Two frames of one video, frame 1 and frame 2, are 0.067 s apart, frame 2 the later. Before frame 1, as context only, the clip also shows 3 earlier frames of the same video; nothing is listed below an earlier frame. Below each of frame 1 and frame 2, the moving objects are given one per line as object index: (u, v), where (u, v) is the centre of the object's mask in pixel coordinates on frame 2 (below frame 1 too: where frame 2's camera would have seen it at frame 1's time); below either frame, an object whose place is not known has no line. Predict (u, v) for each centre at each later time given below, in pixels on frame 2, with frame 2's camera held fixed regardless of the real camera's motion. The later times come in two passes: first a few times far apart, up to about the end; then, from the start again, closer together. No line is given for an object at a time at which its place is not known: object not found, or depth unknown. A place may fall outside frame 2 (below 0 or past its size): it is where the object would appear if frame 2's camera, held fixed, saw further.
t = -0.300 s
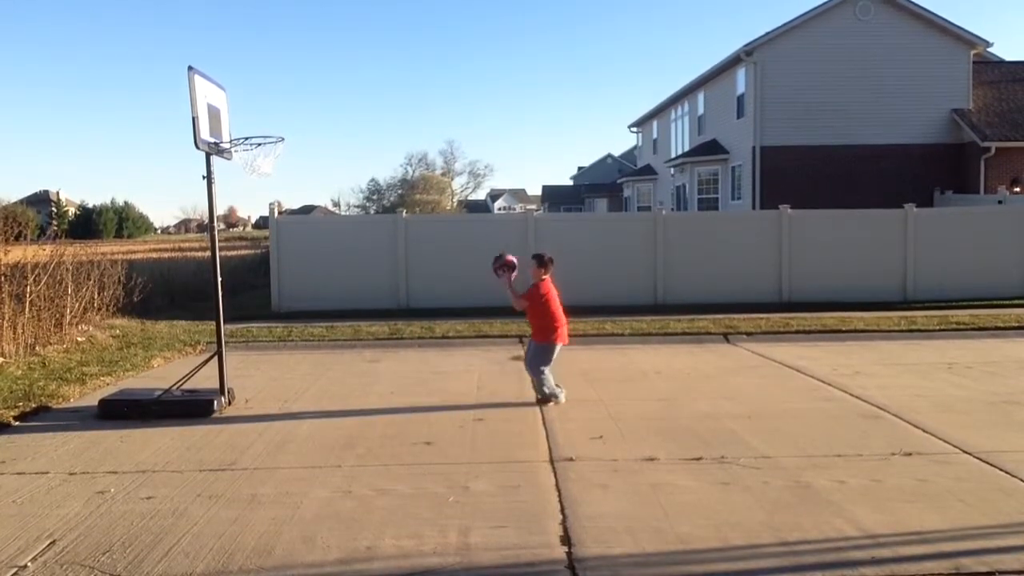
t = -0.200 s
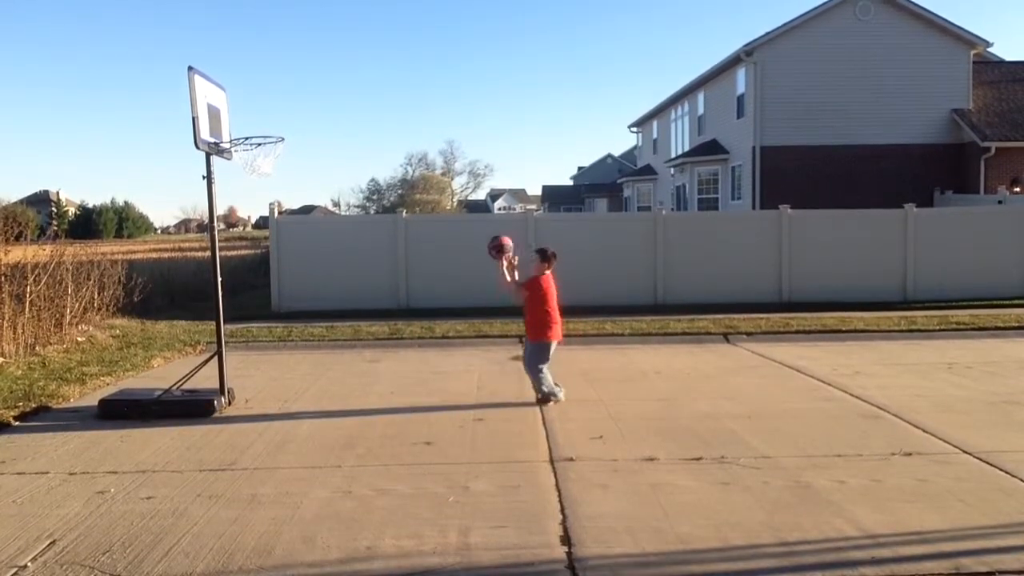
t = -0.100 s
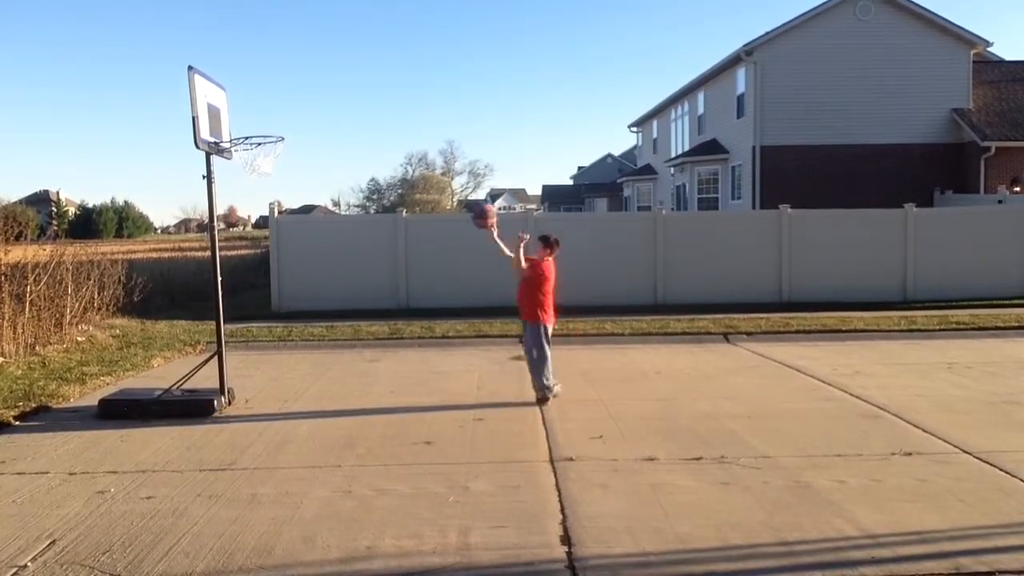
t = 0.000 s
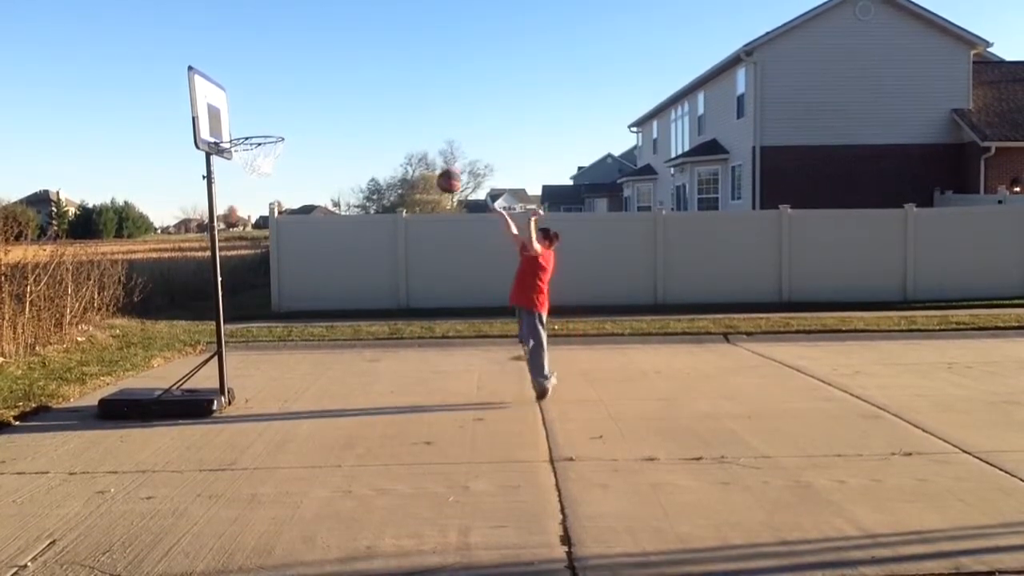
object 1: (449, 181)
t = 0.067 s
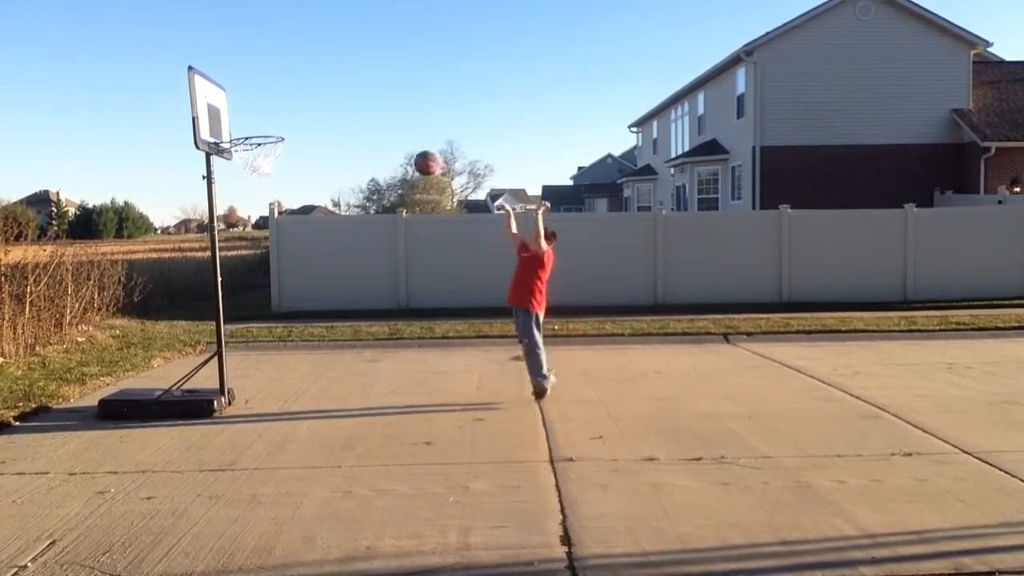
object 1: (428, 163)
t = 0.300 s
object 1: (345, 138)
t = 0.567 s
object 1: (251, 182)
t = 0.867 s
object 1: (150, 327)
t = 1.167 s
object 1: (84, 309)
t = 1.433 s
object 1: (39, 271)
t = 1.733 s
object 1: (5, 320)
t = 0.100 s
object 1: (415, 157)
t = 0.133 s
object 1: (403, 150)
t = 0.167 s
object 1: (392, 145)
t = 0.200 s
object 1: (380, 142)
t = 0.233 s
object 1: (368, 139)
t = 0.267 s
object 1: (357, 138)
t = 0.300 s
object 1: (345, 138)
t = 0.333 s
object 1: (333, 139)
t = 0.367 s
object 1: (321, 142)
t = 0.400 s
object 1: (310, 145)
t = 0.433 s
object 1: (298, 150)
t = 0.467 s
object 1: (286, 156)
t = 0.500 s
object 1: (275, 164)
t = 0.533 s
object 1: (263, 172)
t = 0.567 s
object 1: (251, 182)
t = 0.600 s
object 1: (240, 193)
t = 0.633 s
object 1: (229, 206)
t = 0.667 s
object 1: (217, 219)
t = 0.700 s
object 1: (205, 235)
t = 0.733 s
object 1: (194, 251)
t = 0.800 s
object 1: (174, 286)
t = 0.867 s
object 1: (150, 327)
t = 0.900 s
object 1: (139, 351)
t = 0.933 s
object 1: (129, 375)
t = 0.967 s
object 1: (120, 385)
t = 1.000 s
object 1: (114, 370)
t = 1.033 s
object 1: (108, 355)
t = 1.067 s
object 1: (102, 342)
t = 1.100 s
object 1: (95, 330)
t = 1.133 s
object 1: (89, 319)
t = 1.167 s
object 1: (84, 309)
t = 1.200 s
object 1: (78, 300)
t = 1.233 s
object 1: (71, 292)
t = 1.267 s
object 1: (66, 285)
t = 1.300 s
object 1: (61, 280)
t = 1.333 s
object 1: (54, 276)
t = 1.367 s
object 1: (49, 273)
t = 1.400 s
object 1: (44, 272)
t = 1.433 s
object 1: (39, 271)
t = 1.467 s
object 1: (34, 272)
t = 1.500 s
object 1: (29, 273)
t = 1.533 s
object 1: (24, 276)
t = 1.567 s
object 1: (20, 280)
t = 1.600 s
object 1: (15, 287)
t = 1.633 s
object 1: (12, 292)
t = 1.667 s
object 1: (9, 300)
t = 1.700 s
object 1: (7, 310)
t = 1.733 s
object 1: (5, 320)
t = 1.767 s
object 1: (2, 333)
